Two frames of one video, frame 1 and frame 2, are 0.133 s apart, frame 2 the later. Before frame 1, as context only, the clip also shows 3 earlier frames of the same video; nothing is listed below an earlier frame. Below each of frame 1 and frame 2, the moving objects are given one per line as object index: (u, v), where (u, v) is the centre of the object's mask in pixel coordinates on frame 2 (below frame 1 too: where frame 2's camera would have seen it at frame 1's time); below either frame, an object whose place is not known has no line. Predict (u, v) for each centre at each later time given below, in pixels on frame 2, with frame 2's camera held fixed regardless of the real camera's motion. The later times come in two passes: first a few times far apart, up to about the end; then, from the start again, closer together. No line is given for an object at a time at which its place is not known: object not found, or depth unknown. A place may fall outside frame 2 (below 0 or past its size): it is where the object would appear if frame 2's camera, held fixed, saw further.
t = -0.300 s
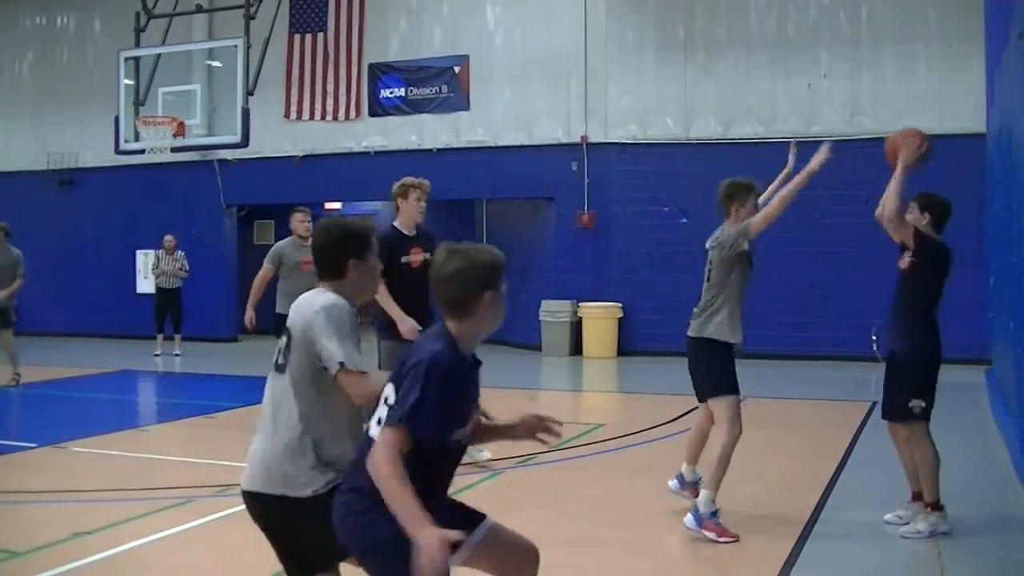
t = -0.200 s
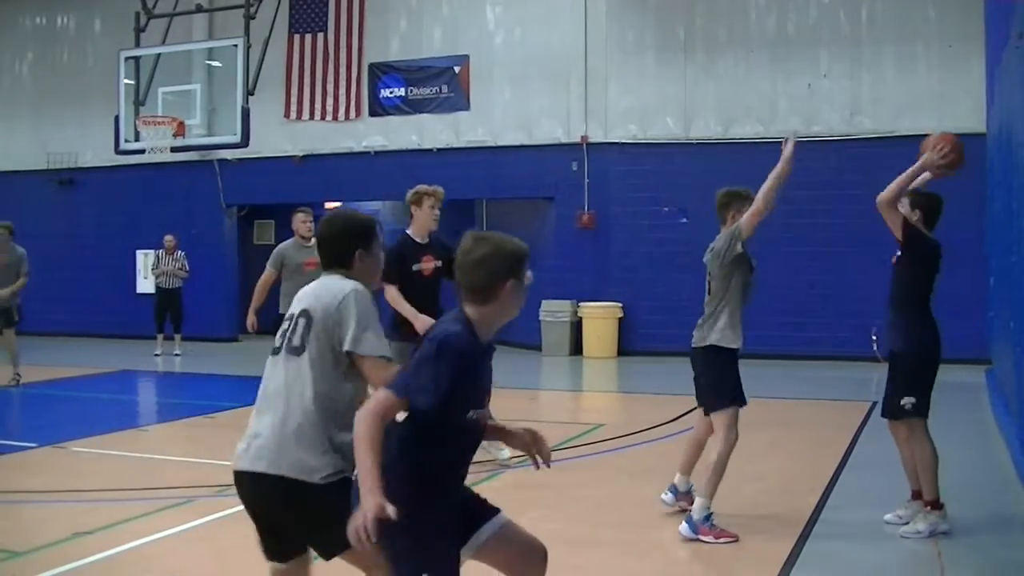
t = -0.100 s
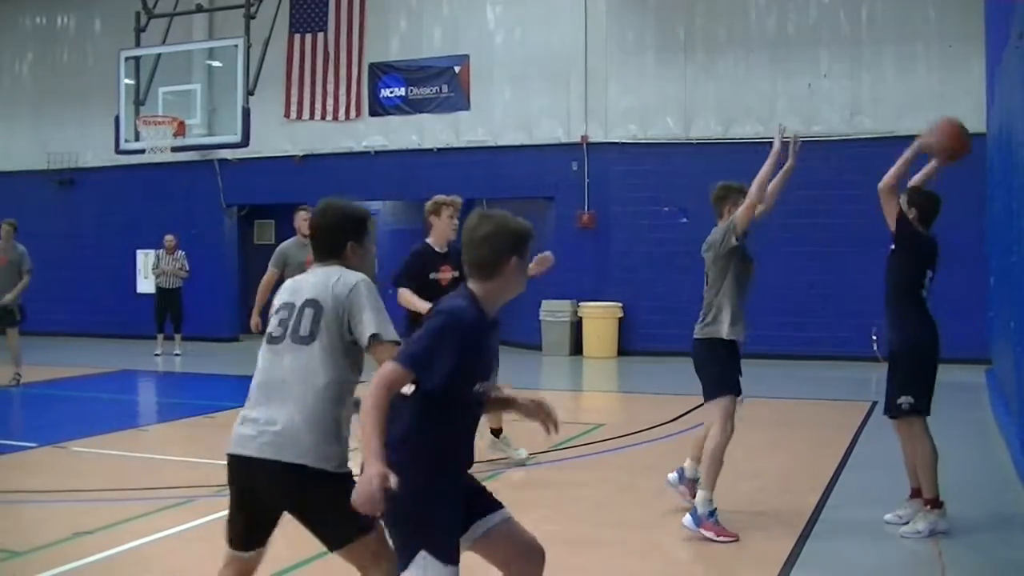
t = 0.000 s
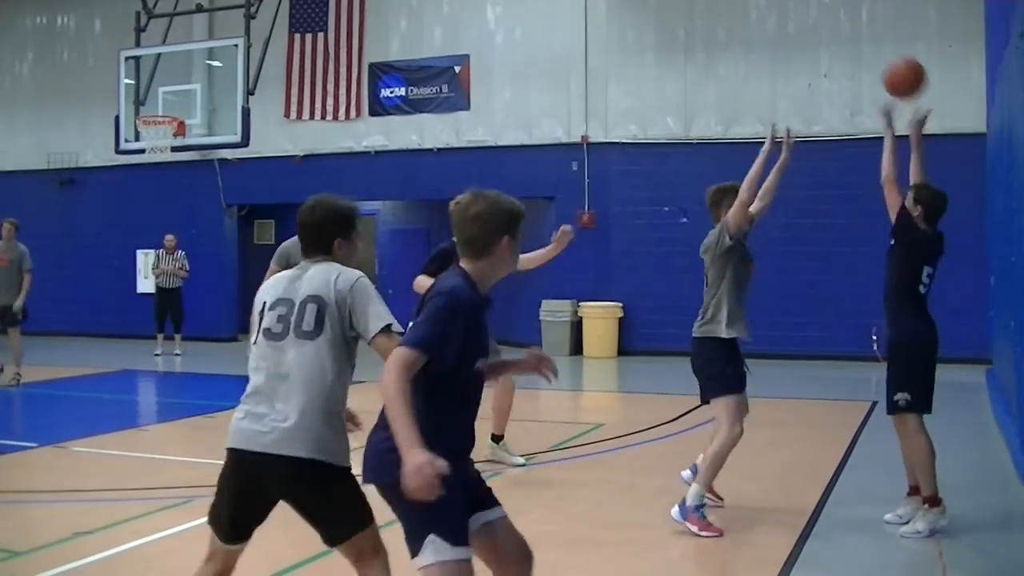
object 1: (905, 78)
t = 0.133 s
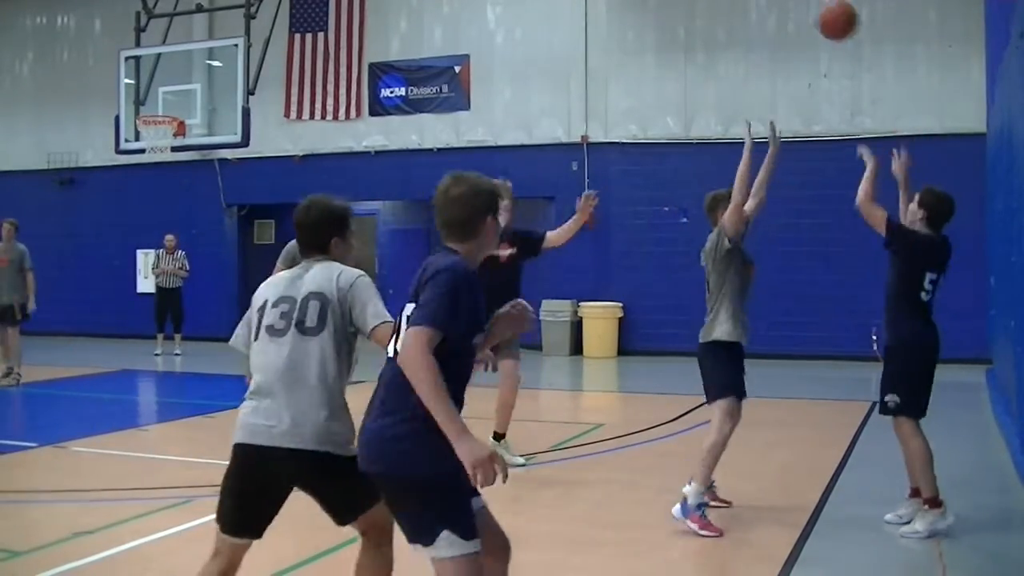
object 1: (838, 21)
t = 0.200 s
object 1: (807, 11)
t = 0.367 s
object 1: (736, 7)
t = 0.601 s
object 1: (655, 56)
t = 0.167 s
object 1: (822, 15)
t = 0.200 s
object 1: (807, 11)
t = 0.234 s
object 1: (791, 9)
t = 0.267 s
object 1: (777, 7)
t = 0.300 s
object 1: (762, 6)
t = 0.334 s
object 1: (749, 6)
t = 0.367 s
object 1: (736, 7)
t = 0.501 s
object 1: (688, 23)
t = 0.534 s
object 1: (677, 32)
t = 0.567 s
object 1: (666, 43)
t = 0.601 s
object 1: (655, 56)
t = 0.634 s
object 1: (645, 69)
